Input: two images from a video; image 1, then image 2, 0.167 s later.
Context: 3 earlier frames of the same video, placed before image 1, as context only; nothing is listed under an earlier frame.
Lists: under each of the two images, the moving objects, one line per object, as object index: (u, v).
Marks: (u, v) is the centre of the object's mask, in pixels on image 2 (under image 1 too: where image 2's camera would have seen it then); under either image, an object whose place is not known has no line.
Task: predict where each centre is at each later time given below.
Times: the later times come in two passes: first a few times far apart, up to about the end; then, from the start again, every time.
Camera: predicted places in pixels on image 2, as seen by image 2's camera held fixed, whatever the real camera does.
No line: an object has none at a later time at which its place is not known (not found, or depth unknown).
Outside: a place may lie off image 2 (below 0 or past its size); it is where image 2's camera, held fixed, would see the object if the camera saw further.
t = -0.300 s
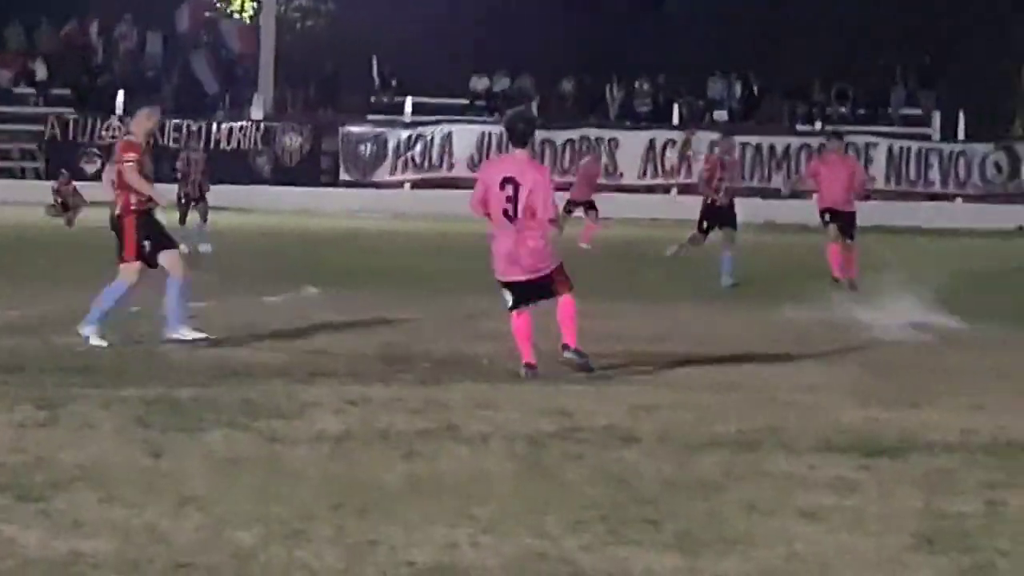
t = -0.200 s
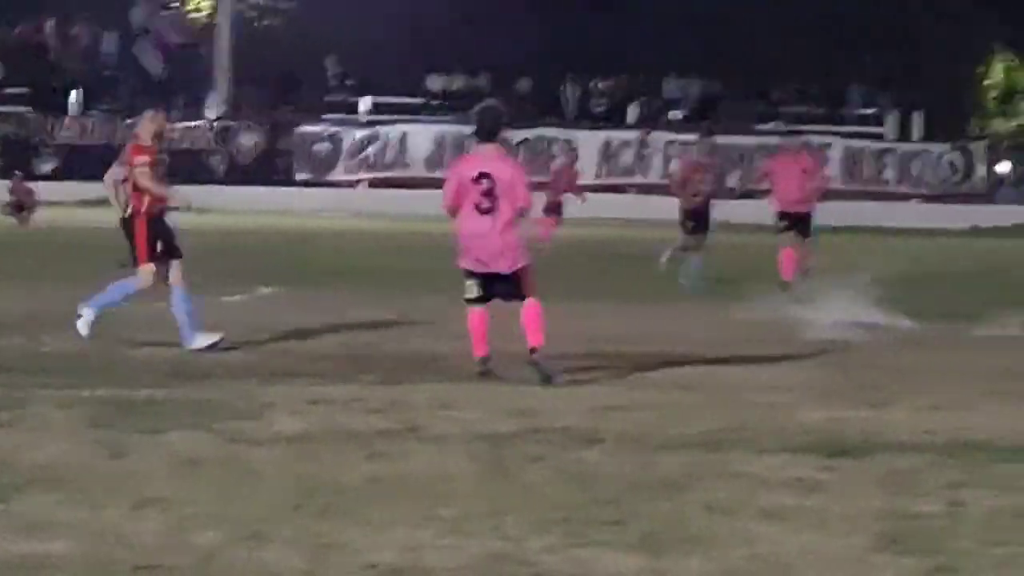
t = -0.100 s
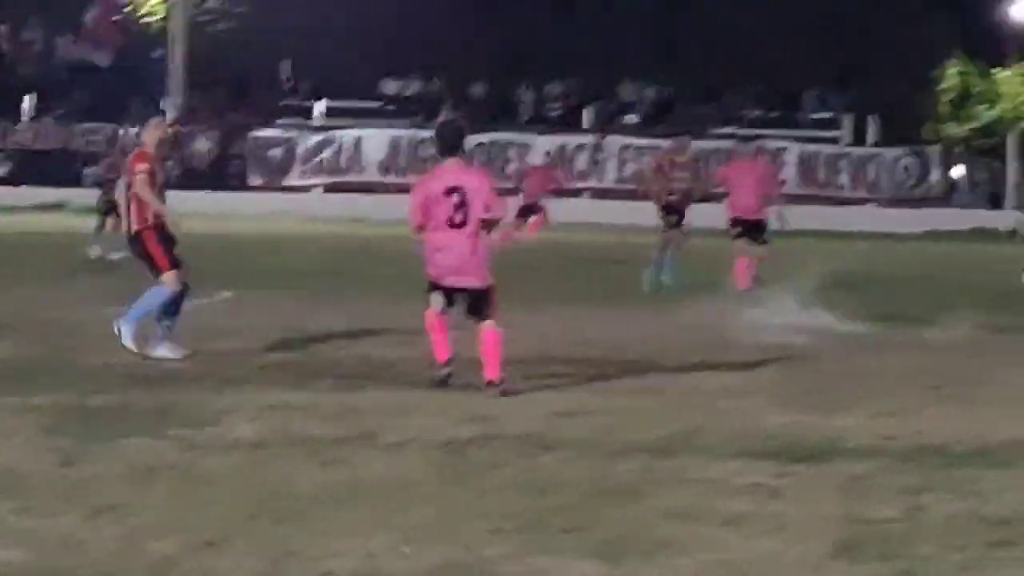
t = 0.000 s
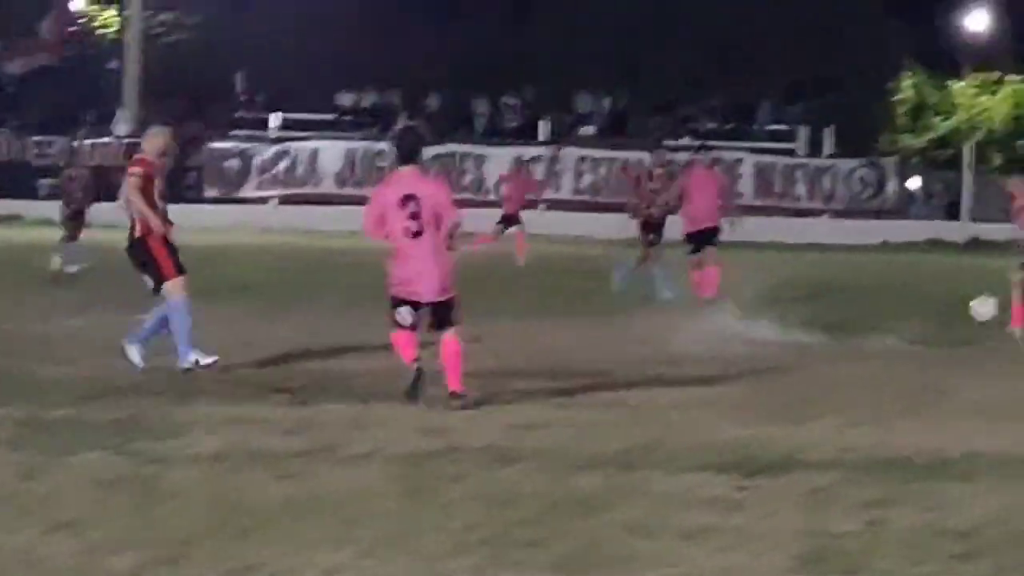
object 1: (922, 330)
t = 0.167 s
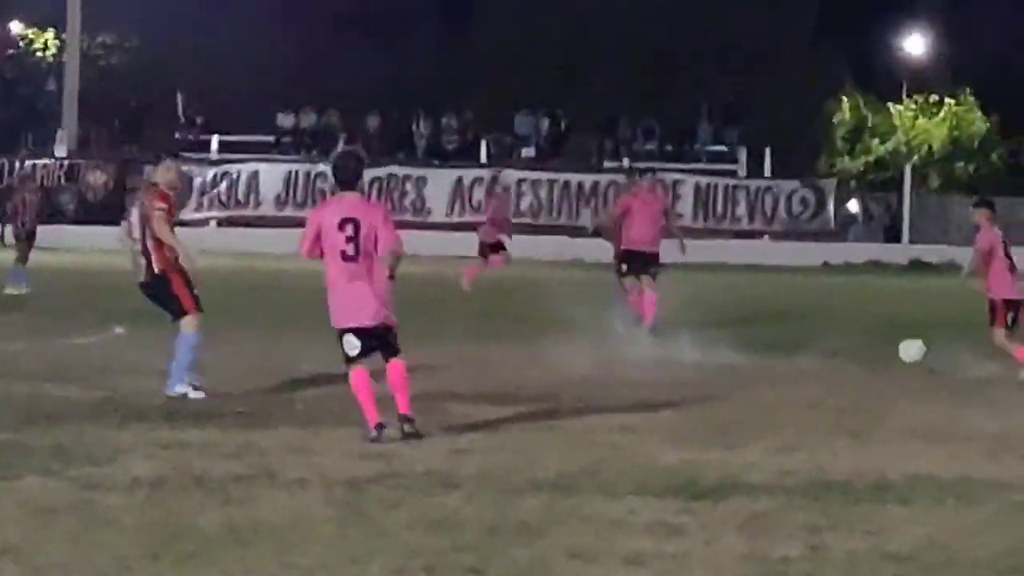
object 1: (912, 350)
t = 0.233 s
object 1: (908, 339)
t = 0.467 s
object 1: (896, 341)
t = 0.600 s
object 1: (889, 353)
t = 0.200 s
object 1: (910, 344)
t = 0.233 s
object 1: (908, 339)
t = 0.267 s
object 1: (907, 336)
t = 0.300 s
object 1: (905, 333)
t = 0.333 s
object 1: (904, 333)
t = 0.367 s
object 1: (903, 333)
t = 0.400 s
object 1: (901, 334)
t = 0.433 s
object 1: (900, 336)
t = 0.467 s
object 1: (896, 341)
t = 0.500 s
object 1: (894, 346)
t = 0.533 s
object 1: (892, 352)
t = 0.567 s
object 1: (889, 358)
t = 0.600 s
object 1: (889, 353)
